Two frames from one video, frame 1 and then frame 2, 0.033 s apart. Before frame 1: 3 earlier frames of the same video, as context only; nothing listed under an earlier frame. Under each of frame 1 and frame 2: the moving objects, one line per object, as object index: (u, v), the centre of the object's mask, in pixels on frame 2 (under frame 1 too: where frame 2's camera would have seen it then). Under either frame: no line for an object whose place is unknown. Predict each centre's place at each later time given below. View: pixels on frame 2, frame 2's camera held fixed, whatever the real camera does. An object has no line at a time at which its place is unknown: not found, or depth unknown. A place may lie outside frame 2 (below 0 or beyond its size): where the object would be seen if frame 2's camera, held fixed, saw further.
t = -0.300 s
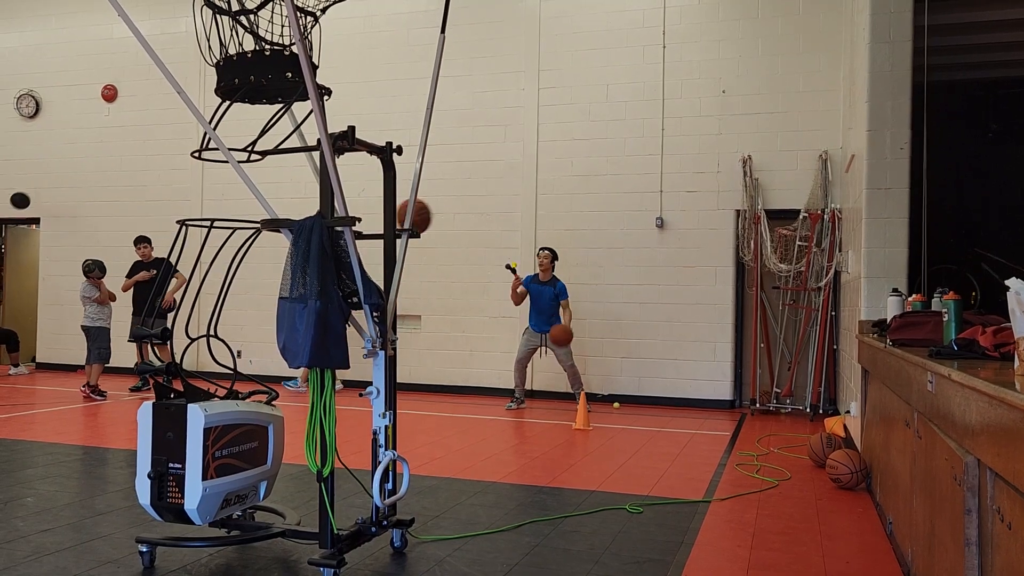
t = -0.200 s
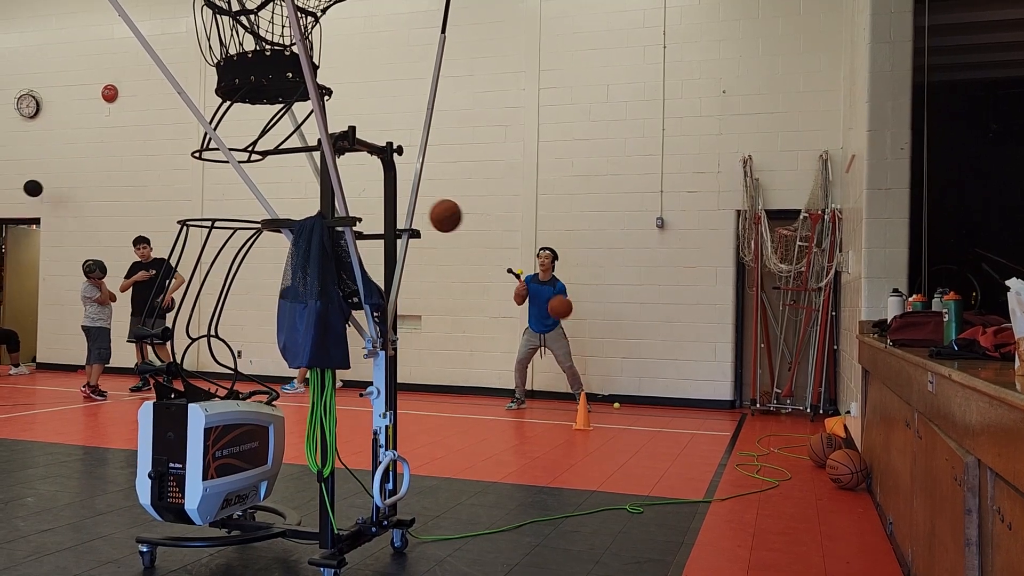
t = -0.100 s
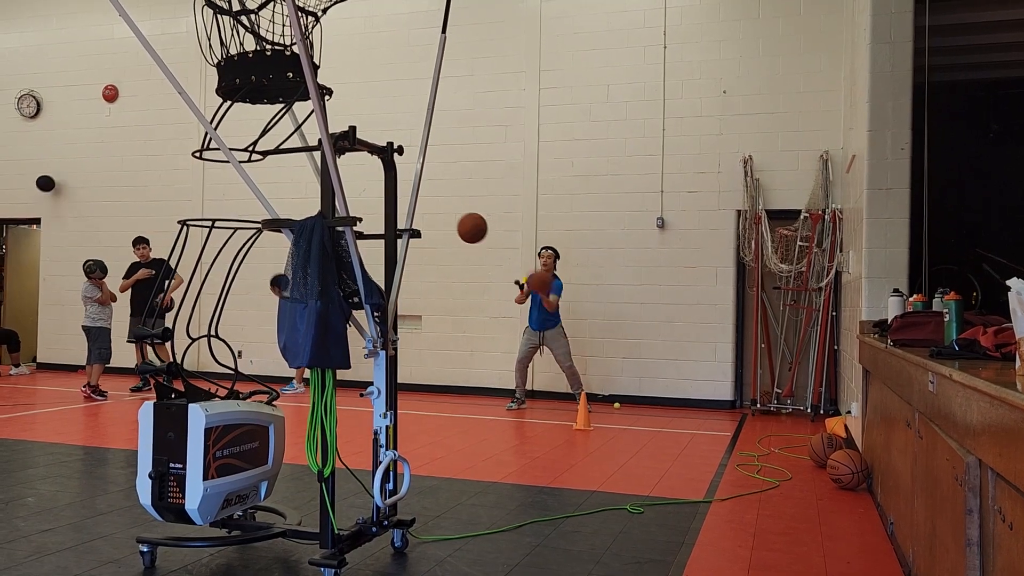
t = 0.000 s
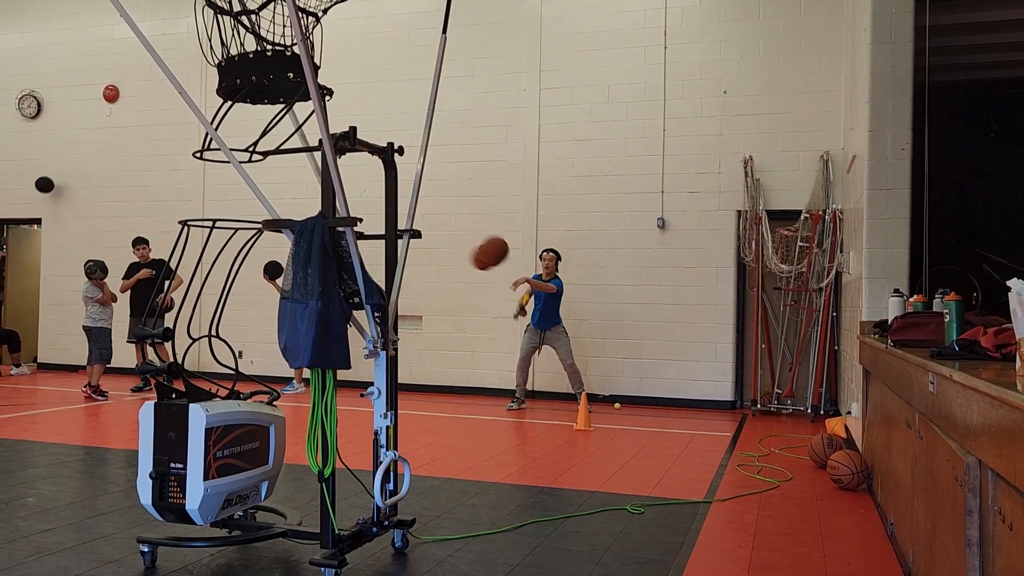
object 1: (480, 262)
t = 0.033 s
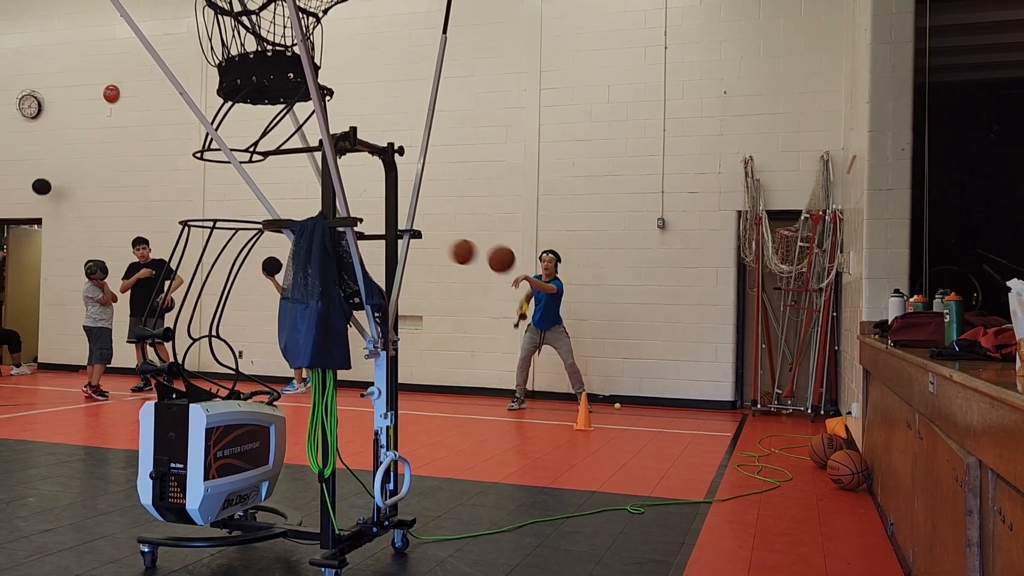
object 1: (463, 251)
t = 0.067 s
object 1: (442, 246)
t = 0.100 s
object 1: (421, 244)
